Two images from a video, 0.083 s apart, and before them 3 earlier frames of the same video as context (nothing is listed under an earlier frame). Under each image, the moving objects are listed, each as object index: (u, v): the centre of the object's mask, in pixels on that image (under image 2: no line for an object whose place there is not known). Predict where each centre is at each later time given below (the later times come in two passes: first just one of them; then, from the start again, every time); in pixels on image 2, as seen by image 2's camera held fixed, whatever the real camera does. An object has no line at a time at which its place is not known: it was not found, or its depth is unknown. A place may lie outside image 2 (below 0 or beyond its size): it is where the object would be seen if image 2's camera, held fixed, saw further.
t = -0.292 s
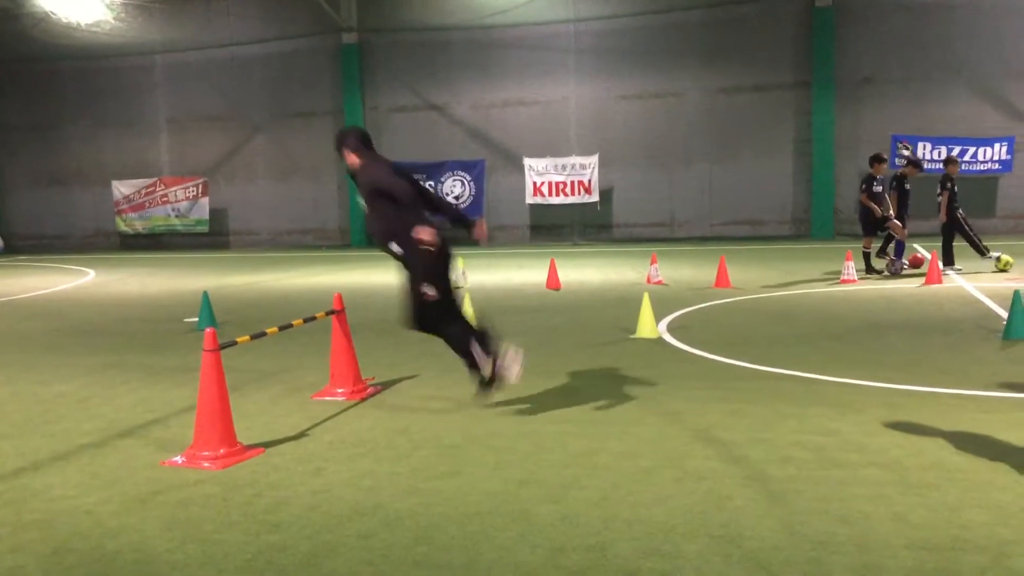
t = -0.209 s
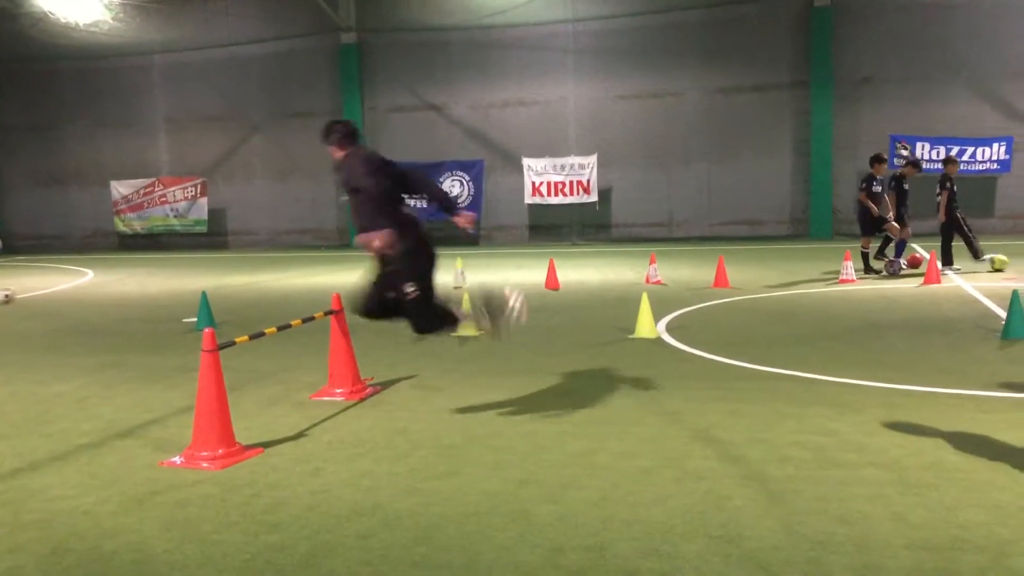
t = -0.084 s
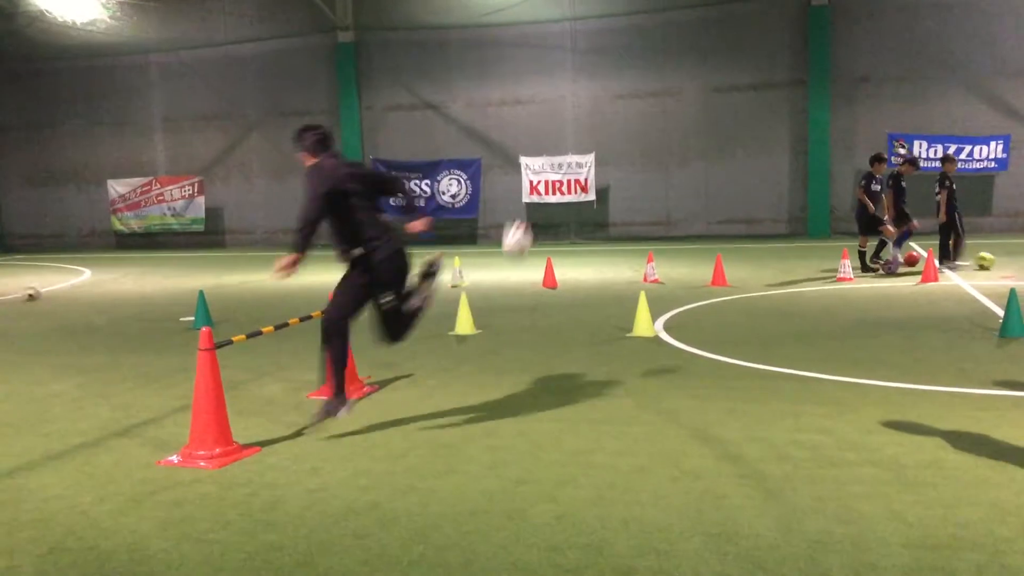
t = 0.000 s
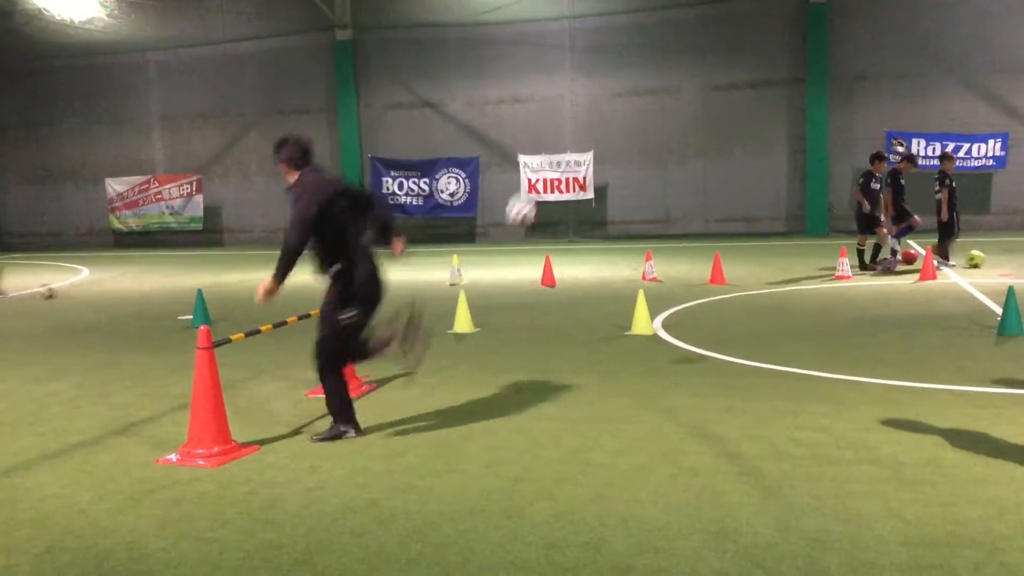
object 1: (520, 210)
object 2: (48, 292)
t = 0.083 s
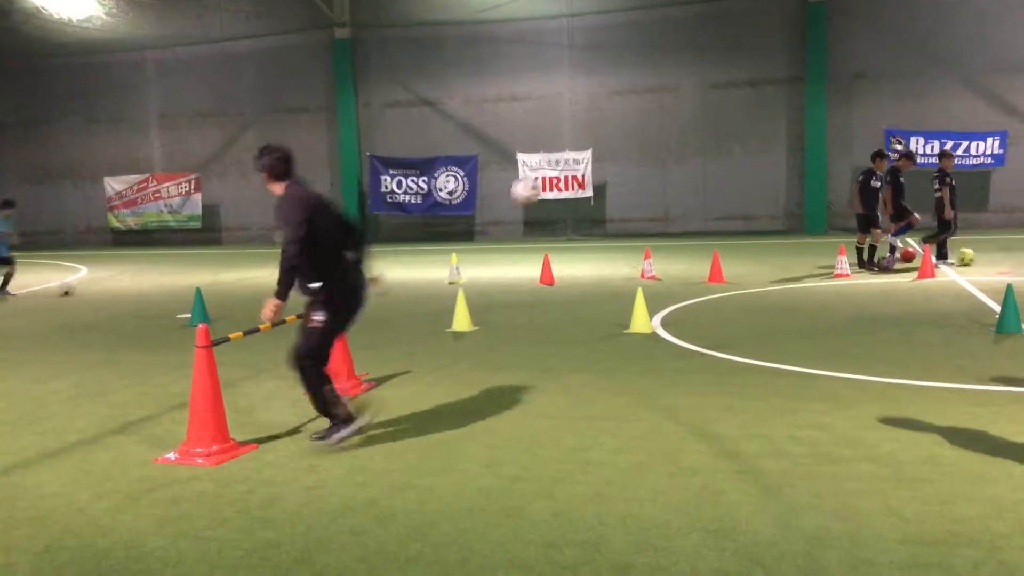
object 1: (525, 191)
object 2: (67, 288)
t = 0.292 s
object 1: (541, 192)
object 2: (111, 287)
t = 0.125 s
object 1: (528, 187)
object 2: (75, 288)
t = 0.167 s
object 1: (531, 185)
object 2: (84, 288)
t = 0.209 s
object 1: (535, 185)
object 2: (95, 288)
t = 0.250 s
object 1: (538, 188)
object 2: (102, 287)
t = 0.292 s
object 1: (541, 192)
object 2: (111, 287)
